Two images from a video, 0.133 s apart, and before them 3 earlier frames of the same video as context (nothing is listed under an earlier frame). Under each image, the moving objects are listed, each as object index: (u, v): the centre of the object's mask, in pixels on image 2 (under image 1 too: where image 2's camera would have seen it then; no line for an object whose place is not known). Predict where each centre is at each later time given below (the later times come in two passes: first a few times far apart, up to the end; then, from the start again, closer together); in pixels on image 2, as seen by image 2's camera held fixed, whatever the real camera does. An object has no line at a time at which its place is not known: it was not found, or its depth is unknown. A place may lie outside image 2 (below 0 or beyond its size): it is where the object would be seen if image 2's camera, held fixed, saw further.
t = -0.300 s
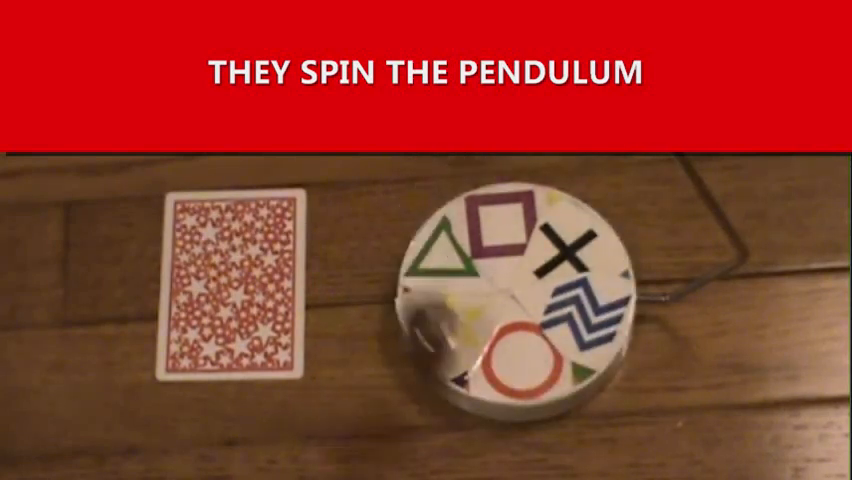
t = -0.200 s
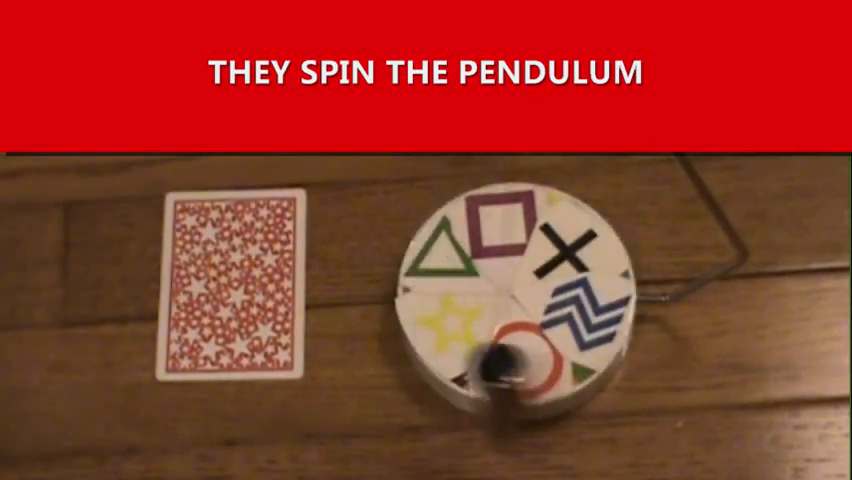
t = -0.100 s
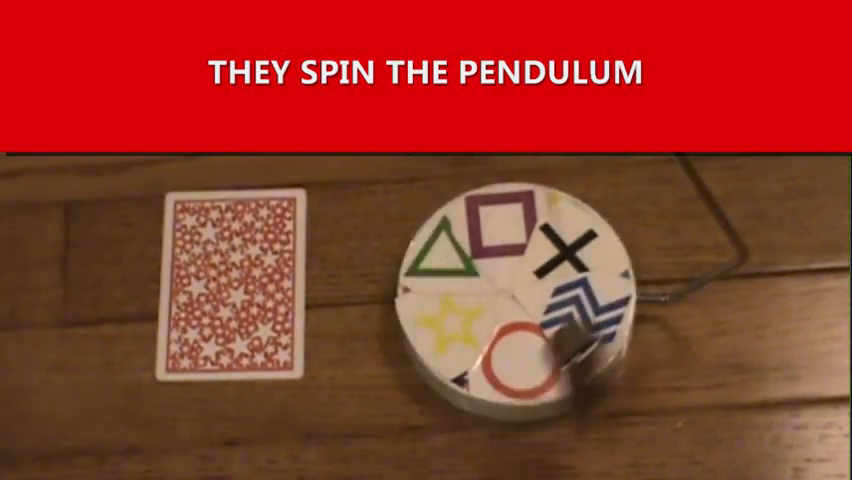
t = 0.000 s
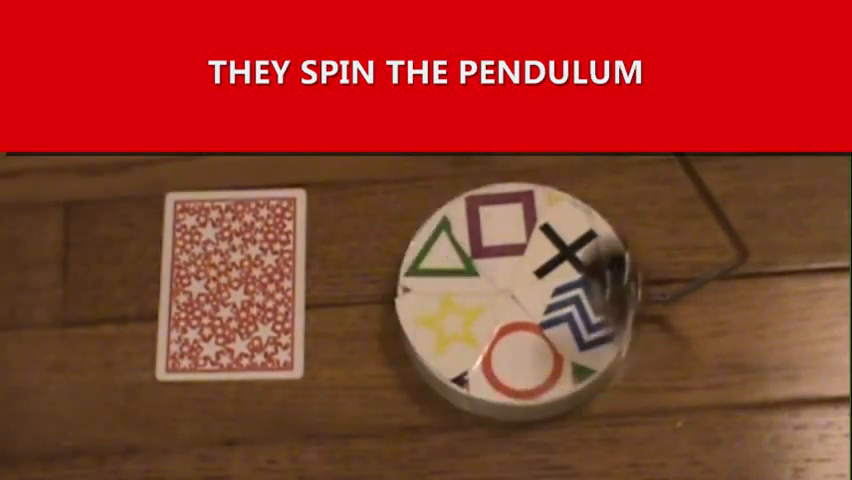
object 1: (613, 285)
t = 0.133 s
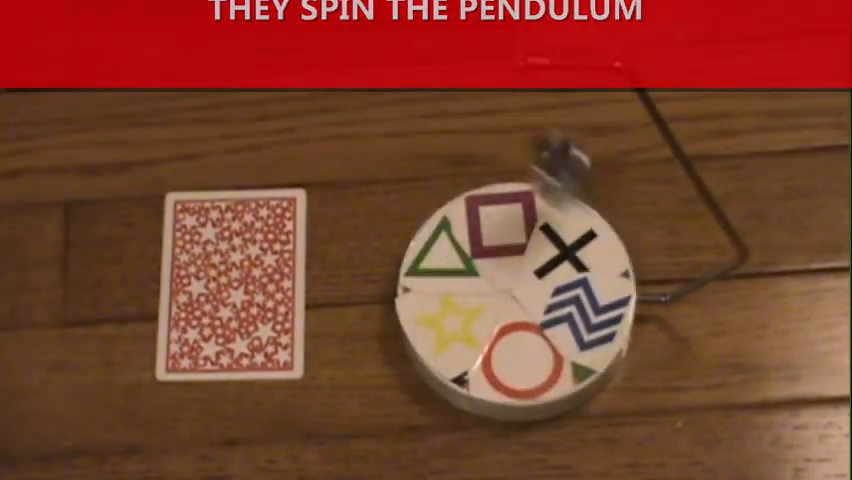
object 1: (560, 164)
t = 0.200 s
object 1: (507, 140)
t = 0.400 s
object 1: (414, 252)
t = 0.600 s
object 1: (539, 371)
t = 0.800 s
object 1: (606, 258)
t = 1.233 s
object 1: (437, 318)
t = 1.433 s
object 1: (597, 327)
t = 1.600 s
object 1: (603, 233)
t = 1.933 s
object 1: (408, 256)
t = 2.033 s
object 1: (464, 324)
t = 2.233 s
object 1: (610, 314)
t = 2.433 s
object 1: (556, 201)
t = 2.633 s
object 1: (421, 193)
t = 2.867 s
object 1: (520, 349)
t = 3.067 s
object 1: (611, 292)
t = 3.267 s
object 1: (495, 175)
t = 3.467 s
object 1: (431, 227)
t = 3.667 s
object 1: (528, 355)
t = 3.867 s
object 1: (589, 291)
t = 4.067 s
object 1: (480, 181)
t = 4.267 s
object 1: (446, 258)
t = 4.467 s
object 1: (558, 350)
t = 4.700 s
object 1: (564, 233)
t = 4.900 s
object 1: (459, 187)
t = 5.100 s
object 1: (449, 294)
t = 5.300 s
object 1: (525, 338)
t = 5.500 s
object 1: (556, 226)
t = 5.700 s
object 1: (501, 183)
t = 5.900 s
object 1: (472, 312)
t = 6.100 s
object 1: (502, 344)
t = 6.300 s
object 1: (570, 245)
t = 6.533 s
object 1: (531, 224)
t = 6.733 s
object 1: (472, 309)
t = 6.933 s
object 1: (508, 318)
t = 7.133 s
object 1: (570, 241)
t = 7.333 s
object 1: (533, 224)
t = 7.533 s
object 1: (475, 280)
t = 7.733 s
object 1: (482, 314)
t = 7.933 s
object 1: (561, 269)
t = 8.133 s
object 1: (558, 243)
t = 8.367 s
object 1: (460, 267)
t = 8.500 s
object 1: (445, 283)
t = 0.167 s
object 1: (536, 148)
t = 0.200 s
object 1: (507, 140)
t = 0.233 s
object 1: (481, 136)
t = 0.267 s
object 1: (458, 146)
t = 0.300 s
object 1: (440, 162)
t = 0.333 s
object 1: (427, 185)
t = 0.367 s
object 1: (419, 213)
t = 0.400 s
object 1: (414, 252)
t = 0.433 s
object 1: (423, 286)
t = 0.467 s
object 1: (438, 314)
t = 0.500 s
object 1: (458, 340)
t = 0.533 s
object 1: (482, 359)
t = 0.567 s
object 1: (511, 371)
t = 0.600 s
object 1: (539, 371)
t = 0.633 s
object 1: (563, 367)
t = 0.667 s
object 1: (585, 357)
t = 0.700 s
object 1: (599, 339)
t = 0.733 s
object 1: (614, 319)
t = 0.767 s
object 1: (616, 295)
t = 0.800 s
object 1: (606, 258)
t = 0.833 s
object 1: (595, 235)
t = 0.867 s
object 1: (578, 208)
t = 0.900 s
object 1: (555, 186)
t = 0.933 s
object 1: (520, 166)
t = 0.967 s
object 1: (493, 158)
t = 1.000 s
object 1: (467, 158)
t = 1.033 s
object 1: (445, 166)
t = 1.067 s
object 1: (426, 183)
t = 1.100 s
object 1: (412, 199)
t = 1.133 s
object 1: (405, 223)
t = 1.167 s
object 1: (409, 252)
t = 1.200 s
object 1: (418, 285)
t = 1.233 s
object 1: (437, 318)
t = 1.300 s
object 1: (494, 352)
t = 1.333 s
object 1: (528, 360)
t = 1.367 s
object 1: (558, 359)
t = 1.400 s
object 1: (587, 351)
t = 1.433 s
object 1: (597, 327)
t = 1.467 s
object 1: (614, 308)
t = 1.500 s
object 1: (619, 286)
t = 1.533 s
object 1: (618, 267)
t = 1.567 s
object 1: (617, 252)
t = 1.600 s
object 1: (603, 233)
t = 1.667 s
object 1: (555, 195)
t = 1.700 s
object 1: (524, 177)
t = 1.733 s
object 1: (490, 169)
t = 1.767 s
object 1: (465, 165)
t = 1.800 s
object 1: (441, 173)
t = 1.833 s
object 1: (423, 186)
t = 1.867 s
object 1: (411, 204)
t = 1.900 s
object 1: (405, 229)
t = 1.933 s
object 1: (408, 256)
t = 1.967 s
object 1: (421, 283)
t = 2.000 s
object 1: (441, 306)
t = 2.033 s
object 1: (464, 324)
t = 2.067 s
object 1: (492, 338)
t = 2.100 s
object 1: (522, 349)
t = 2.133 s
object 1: (551, 351)
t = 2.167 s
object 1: (582, 347)
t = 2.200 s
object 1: (598, 331)
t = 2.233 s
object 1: (610, 314)
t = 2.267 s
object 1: (620, 297)
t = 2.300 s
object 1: (624, 278)
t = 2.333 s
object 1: (615, 259)
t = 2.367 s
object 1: (601, 239)
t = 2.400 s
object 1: (577, 217)
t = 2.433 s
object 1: (556, 201)
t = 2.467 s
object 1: (525, 183)
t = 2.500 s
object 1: (493, 172)
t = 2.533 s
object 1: (467, 167)
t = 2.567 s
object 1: (448, 169)
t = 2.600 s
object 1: (433, 178)
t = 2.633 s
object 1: (421, 193)
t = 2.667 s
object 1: (414, 216)
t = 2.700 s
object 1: (418, 241)
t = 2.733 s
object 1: (430, 272)
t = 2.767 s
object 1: (444, 304)
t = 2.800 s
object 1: (466, 323)
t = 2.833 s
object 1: (489, 338)
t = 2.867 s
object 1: (520, 349)
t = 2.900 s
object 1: (548, 354)
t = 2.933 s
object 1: (574, 353)
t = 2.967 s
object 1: (589, 345)
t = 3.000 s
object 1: (601, 328)
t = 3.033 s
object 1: (610, 309)
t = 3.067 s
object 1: (611, 292)
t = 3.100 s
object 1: (603, 267)
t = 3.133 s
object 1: (592, 252)
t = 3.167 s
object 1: (569, 226)
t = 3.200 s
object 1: (554, 214)
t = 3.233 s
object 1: (523, 190)
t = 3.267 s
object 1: (495, 175)
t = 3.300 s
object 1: (473, 168)
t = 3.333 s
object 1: (455, 167)
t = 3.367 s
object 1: (444, 170)
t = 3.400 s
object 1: (434, 184)
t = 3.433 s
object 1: (427, 203)
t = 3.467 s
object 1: (431, 227)
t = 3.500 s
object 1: (439, 258)
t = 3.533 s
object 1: (453, 290)
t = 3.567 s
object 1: (466, 315)
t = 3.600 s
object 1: (480, 333)
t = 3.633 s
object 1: (502, 350)
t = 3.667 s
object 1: (528, 355)
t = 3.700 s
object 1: (546, 358)
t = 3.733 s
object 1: (566, 356)
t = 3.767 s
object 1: (580, 347)
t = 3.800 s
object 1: (589, 329)
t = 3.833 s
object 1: (591, 312)
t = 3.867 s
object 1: (589, 291)
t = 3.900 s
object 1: (581, 264)
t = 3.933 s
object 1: (563, 241)
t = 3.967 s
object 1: (542, 224)
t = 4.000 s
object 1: (521, 208)
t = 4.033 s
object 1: (501, 190)
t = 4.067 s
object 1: (480, 181)
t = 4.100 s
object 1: (462, 177)
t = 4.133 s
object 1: (446, 174)
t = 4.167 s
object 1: (438, 188)
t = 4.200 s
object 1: (432, 211)
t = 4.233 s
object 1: (437, 234)
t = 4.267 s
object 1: (446, 258)
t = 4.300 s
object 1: (461, 282)
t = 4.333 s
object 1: (478, 308)
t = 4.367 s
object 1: (495, 325)
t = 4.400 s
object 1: (516, 333)
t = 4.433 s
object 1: (539, 349)
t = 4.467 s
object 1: (558, 350)
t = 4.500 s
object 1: (575, 347)
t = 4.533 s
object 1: (586, 338)
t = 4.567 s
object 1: (591, 322)
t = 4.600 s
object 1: (592, 304)
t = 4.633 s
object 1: (586, 281)
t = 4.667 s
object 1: (574, 256)
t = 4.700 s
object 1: (564, 233)
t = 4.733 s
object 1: (548, 218)
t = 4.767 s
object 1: (530, 211)
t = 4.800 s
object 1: (512, 202)
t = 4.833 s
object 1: (488, 186)
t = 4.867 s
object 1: (473, 184)
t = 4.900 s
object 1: (459, 187)
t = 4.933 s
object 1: (453, 195)
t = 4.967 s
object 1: (450, 207)
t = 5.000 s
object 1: (444, 225)
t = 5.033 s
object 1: (437, 249)
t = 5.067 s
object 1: (443, 268)
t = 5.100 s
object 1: (449, 294)
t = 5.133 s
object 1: (453, 312)
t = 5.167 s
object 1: (461, 328)
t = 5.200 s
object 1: (473, 338)
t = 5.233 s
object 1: (490, 343)
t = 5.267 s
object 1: (507, 343)
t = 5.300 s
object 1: (525, 338)
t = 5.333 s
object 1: (540, 325)
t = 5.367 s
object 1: (550, 306)
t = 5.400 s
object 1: (557, 285)
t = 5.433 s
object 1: (560, 263)
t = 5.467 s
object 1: (560, 243)
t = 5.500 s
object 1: (556, 226)
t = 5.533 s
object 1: (551, 210)
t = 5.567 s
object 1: (542, 194)
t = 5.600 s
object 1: (529, 181)
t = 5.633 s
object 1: (517, 177)
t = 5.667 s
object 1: (508, 177)
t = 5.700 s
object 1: (501, 183)
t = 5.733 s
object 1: (494, 197)
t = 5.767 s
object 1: (488, 217)
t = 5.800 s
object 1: (483, 239)
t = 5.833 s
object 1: (480, 259)
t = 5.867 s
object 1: (477, 283)
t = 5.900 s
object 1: (472, 312)
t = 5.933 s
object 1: (471, 328)
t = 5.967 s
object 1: (473, 341)
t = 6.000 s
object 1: (477, 348)
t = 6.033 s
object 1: (483, 353)
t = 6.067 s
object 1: (492, 352)
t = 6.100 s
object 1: (502, 344)
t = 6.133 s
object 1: (515, 330)
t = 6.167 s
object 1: (530, 313)
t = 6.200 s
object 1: (545, 296)
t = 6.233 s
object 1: (559, 276)
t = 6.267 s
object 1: (565, 260)
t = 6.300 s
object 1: (570, 245)
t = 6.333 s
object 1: (572, 231)
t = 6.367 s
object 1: (568, 222)
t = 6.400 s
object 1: (564, 213)
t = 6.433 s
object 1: (561, 208)
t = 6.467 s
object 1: (549, 207)
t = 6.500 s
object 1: (541, 209)
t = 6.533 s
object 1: (531, 224)
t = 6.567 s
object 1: (517, 233)
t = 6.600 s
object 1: (507, 243)
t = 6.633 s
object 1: (497, 261)
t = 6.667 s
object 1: (485, 275)
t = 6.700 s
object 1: (477, 294)
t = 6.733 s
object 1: (472, 309)
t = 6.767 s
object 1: (471, 323)
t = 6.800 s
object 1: (472, 333)
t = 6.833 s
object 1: (477, 338)
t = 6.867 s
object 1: (484, 337)
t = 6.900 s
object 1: (494, 332)
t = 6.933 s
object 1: (508, 318)
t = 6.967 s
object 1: (524, 301)
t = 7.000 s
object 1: (540, 288)
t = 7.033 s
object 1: (551, 275)
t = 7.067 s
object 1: (558, 264)
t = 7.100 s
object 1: (567, 252)
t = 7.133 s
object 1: (570, 241)
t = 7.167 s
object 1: (571, 235)
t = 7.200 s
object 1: (567, 230)
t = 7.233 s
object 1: (562, 225)
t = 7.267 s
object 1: (555, 224)
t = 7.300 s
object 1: (543, 222)
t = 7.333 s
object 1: (533, 224)
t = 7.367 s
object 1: (520, 228)
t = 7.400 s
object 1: (512, 232)
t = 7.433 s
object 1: (502, 246)
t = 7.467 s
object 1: (489, 251)
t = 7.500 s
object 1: (480, 264)
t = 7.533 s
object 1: (475, 280)
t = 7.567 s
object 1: (468, 285)
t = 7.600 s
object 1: (466, 293)
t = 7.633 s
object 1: (465, 306)
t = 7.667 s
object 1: (468, 313)
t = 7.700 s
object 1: (473, 314)
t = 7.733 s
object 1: (482, 314)
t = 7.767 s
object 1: (493, 310)
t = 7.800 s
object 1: (507, 303)
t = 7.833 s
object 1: (522, 294)
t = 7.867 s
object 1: (536, 288)
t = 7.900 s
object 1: (549, 283)
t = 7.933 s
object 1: (561, 269)
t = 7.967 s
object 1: (567, 266)
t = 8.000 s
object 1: (571, 258)
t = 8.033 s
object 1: (573, 252)
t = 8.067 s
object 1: (571, 248)
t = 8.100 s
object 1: (566, 244)
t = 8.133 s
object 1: (558, 243)
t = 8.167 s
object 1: (544, 240)
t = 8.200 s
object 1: (531, 240)
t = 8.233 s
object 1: (516, 242)
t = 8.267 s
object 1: (501, 246)
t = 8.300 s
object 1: (485, 255)
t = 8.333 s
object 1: (471, 259)
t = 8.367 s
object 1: (460, 267)
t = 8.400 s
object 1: (447, 276)
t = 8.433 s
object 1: (436, 288)
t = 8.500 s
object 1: (445, 283)
